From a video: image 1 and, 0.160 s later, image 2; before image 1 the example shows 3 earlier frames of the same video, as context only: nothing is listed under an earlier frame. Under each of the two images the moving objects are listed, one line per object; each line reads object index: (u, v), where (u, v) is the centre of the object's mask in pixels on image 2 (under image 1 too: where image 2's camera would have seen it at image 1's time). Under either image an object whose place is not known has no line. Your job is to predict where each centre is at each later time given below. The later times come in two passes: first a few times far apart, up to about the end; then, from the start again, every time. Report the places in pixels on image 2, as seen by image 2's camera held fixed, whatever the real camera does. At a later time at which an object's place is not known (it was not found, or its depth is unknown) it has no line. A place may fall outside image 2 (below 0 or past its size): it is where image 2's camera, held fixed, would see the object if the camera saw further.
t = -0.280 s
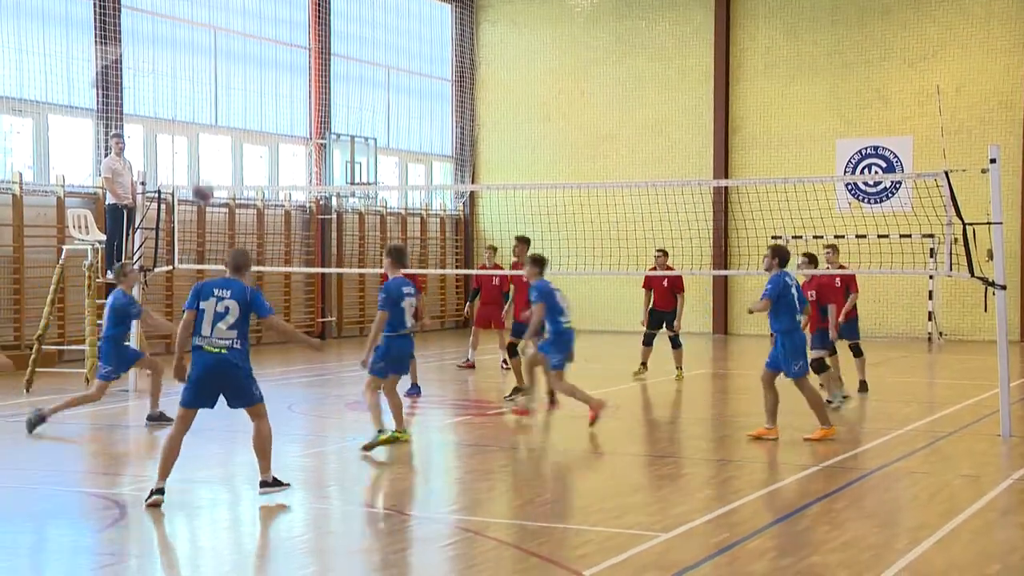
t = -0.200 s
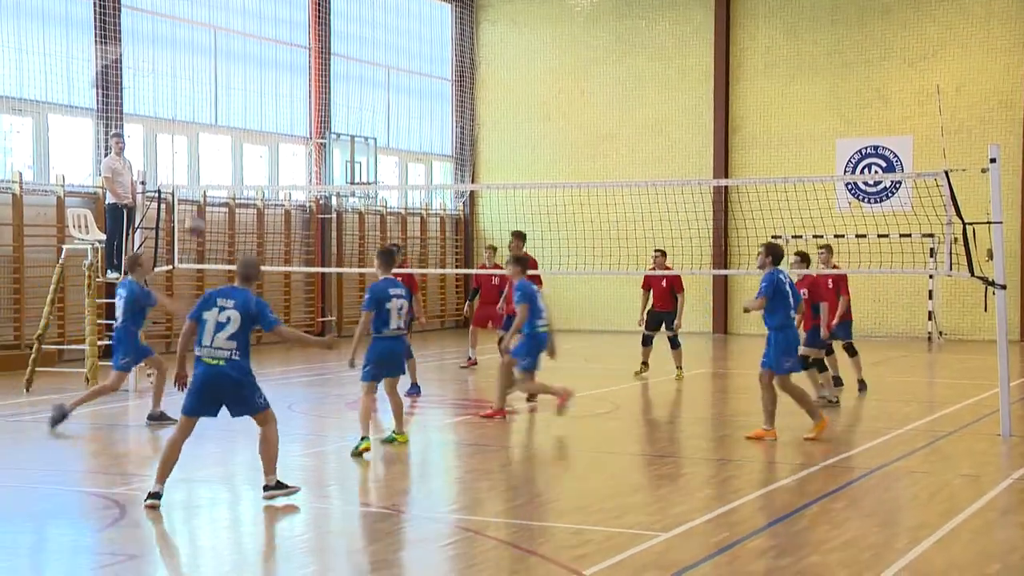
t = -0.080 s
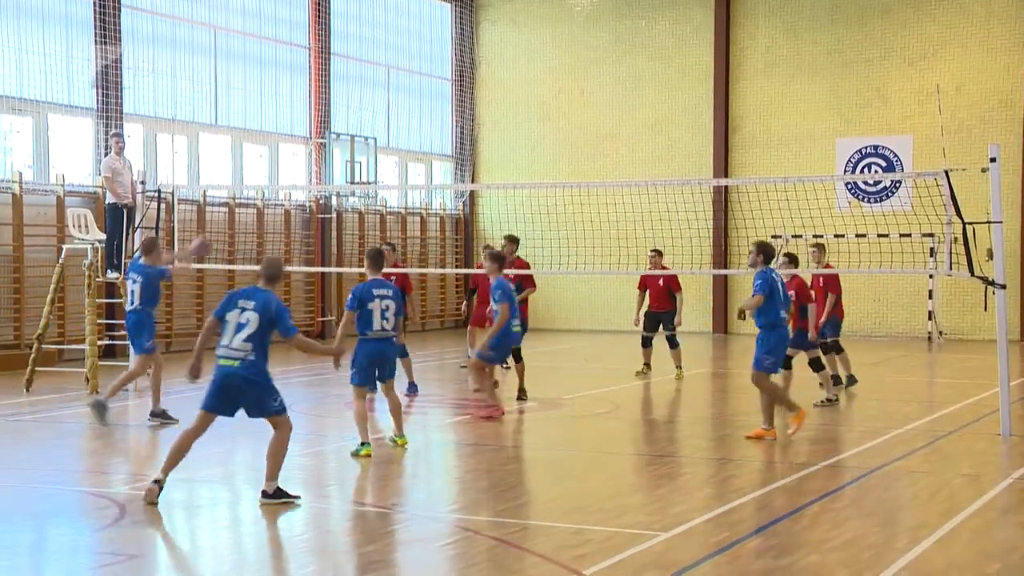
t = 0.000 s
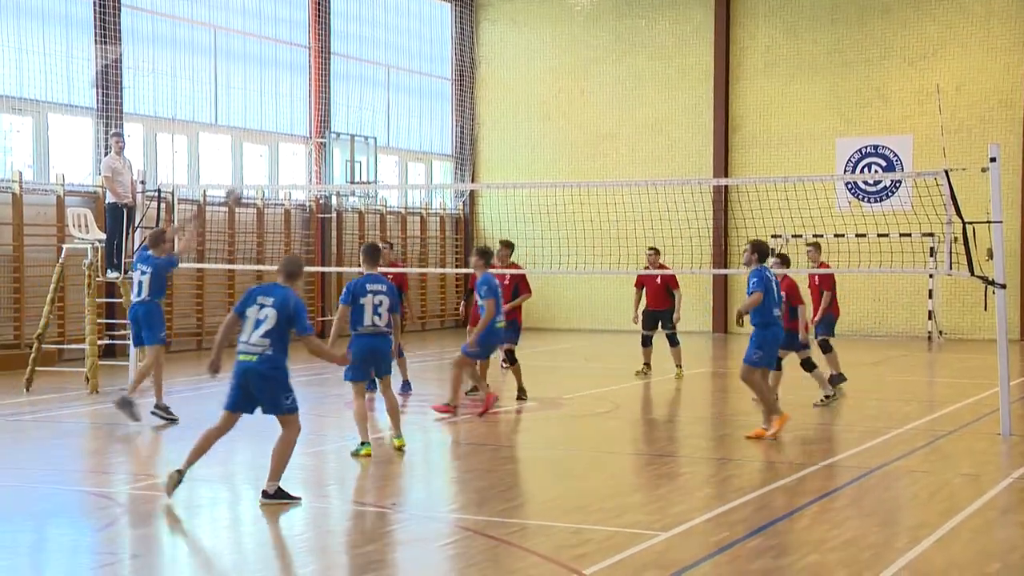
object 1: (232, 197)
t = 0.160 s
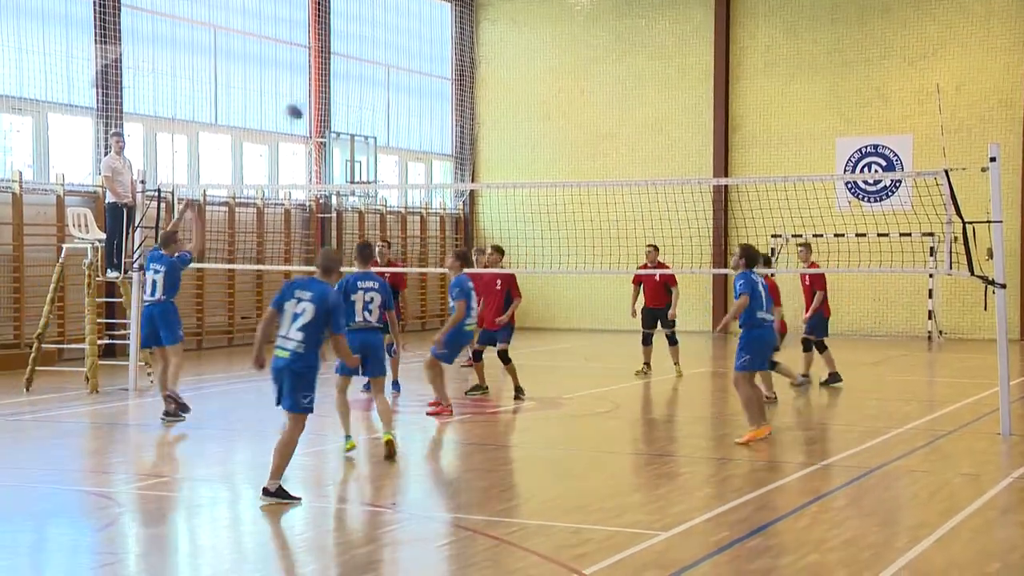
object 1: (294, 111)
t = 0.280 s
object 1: (340, 66)
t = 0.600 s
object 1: (464, 18)
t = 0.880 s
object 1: (569, 65)
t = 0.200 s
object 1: (311, 95)
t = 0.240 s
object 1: (325, 80)
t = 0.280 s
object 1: (340, 66)
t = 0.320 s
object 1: (356, 55)
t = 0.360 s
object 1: (372, 44)
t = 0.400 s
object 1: (387, 36)
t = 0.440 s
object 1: (402, 29)
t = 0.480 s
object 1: (418, 25)
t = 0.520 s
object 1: (433, 21)
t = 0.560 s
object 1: (450, 19)
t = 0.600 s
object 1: (464, 18)
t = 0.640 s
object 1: (478, 21)
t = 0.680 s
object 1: (494, 24)
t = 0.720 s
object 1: (510, 29)
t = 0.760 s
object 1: (524, 35)
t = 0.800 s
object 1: (540, 43)
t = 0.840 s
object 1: (555, 54)
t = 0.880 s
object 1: (569, 65)
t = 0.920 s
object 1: (584, 79)
